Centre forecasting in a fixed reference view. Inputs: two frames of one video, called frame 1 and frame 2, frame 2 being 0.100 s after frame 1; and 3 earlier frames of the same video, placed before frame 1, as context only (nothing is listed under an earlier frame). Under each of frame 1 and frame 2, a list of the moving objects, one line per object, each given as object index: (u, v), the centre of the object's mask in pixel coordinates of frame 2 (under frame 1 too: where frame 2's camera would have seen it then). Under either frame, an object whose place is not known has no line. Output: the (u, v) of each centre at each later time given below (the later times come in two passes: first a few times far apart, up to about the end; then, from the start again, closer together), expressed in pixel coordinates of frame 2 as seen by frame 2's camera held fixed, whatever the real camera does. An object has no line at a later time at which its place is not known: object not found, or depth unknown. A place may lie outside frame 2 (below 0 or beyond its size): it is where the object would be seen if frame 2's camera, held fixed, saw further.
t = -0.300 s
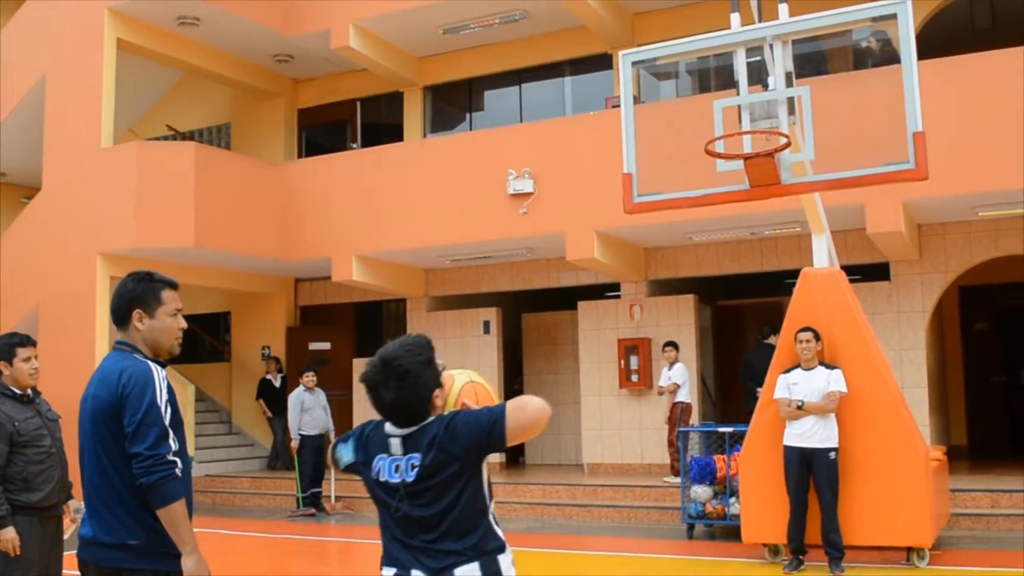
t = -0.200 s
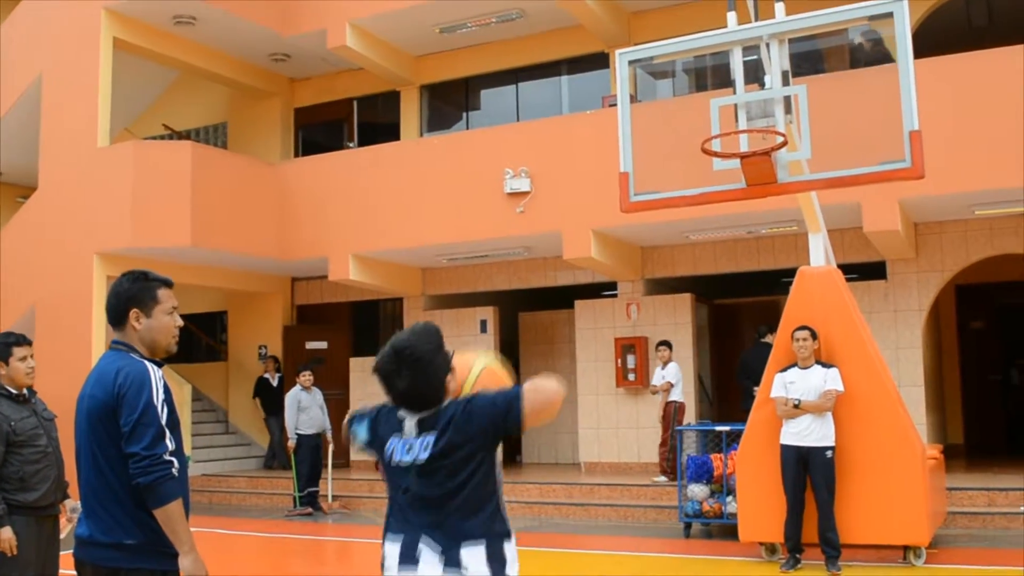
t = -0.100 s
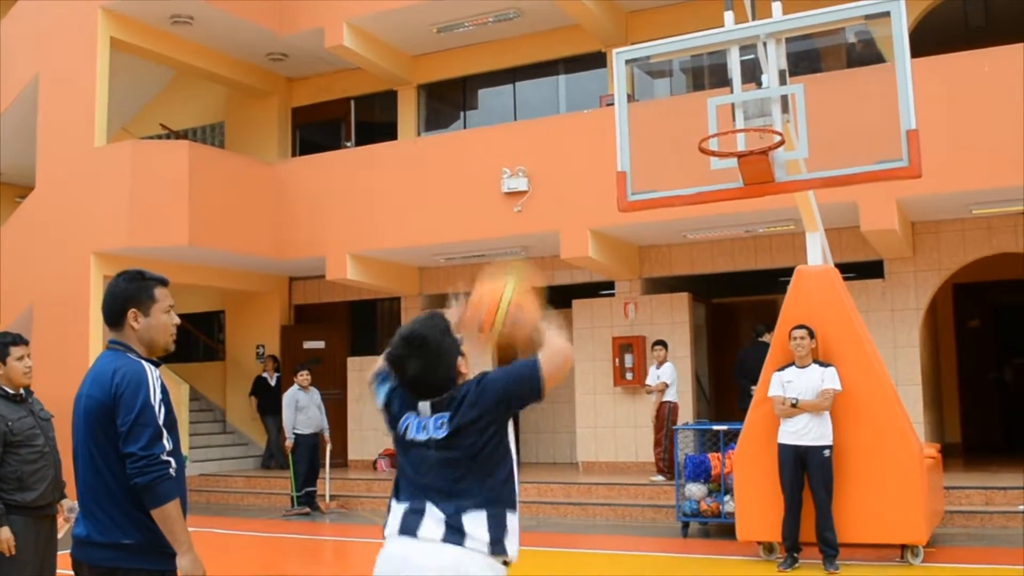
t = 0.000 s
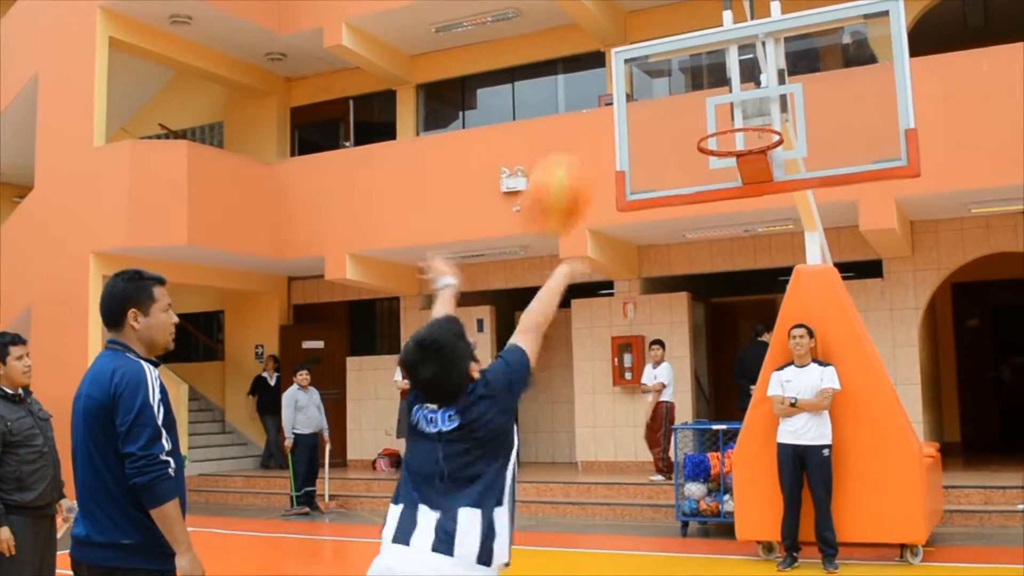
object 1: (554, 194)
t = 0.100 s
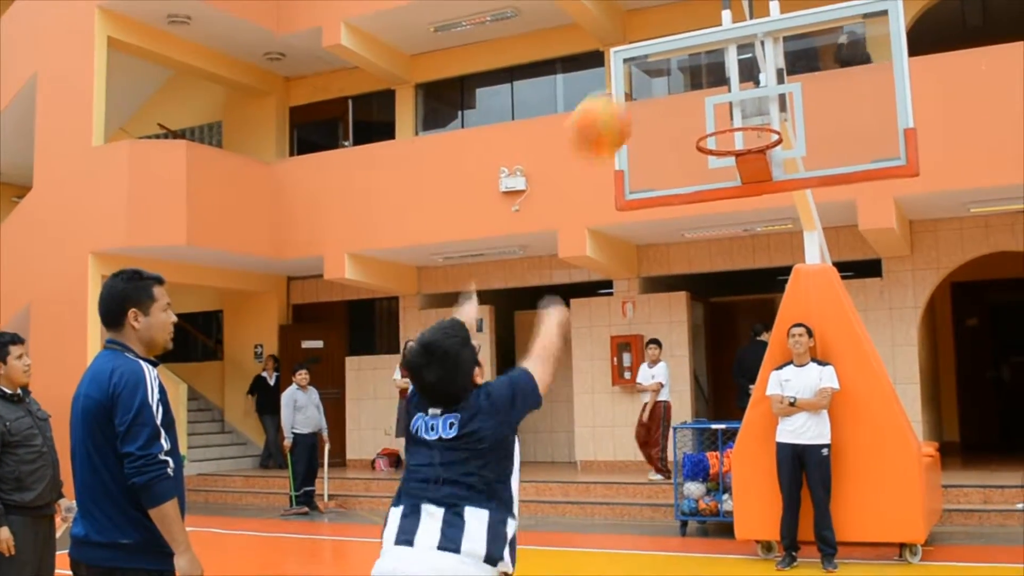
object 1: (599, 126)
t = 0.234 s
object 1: (652, 82)
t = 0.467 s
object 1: (725, 106)
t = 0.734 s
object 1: (791, 243)
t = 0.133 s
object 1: (614, 110)
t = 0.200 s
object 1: (640, 89)
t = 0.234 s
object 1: (652, 82)
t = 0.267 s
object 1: (665, 79)
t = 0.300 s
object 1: (676, 79)
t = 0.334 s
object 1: (687, 80)
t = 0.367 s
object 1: (698, 84)
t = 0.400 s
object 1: (706, 89)
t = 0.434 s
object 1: (716, 98)
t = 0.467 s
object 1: (725, 106)
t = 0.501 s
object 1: (735, 120)
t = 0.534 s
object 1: (746, 133)
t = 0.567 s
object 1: (754, 147)
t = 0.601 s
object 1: (761, 164)
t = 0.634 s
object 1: (771, 183)
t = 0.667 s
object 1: (776, 199)
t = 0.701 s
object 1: (784, 219)
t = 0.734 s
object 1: (791, 243)
